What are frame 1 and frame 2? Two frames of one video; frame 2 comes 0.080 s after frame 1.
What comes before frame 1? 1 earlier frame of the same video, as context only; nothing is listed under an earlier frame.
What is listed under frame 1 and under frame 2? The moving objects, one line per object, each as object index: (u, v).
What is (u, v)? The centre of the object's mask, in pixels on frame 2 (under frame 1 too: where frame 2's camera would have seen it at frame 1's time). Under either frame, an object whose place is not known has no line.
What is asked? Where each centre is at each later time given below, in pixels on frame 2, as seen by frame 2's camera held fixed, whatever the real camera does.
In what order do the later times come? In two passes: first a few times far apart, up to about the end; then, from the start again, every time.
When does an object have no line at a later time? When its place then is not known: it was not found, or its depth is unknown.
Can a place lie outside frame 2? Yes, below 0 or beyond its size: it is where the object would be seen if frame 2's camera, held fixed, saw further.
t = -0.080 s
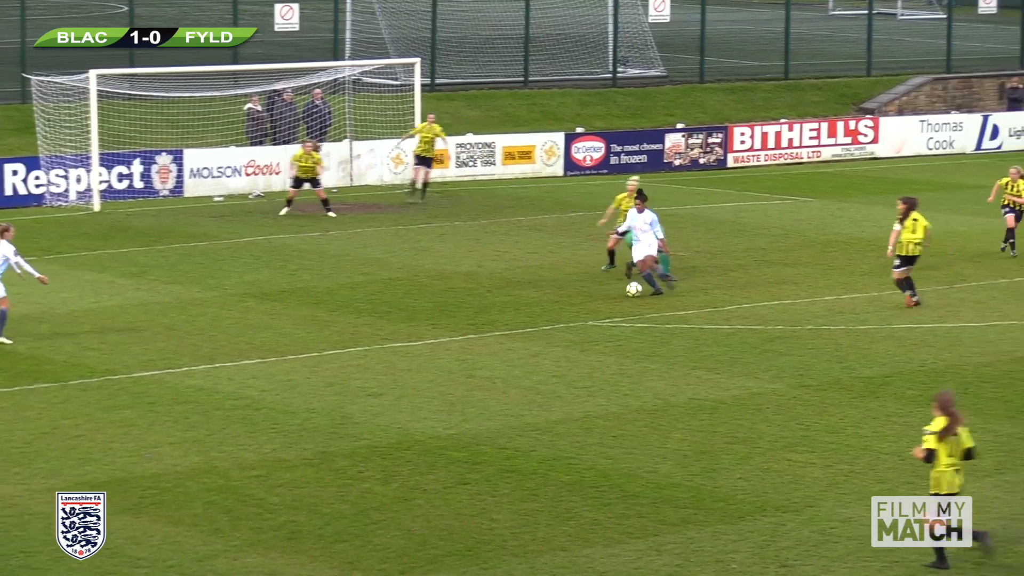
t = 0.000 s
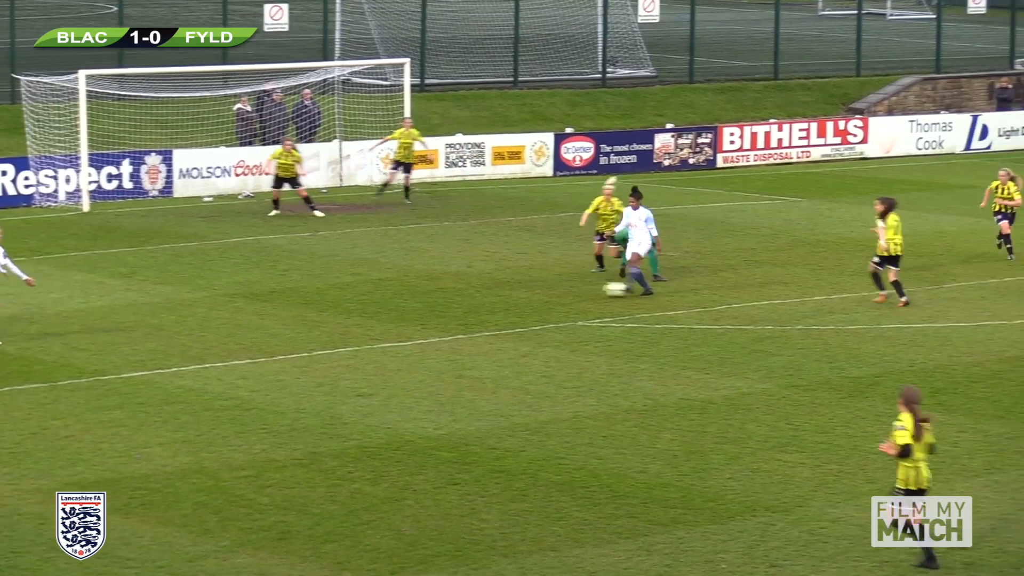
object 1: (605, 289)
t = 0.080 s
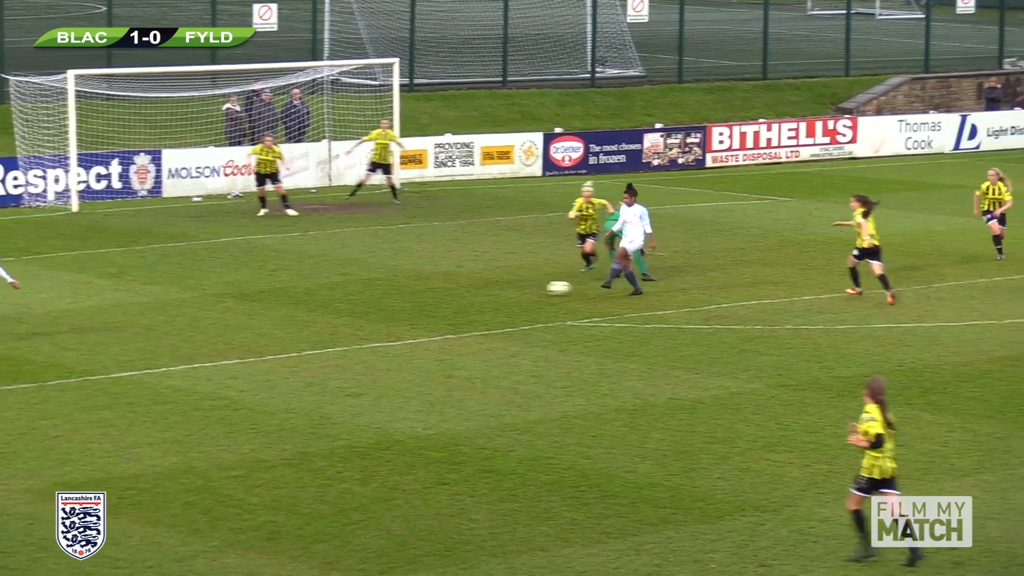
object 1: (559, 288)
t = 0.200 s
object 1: (495, 285)
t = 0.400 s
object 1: (399, 283)
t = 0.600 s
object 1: (320, 281)
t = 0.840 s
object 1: (245, 279)
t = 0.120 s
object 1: (536, 287)
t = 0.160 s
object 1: (516, 287)
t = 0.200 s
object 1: (495, 285)
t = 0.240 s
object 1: (475, 283)
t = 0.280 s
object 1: (455, 282)
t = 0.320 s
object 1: (437, 283)
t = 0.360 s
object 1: (416, 285)
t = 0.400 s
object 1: (399, 283)
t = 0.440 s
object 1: (382, 282)
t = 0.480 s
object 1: (365, 282)
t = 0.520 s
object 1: (348, 282)
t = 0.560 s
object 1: (333, 282)
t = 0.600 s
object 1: (320, 281)
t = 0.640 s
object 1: (306, 280)
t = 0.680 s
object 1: (293, 280)
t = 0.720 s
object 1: (280, 281)
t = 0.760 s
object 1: (268, 280)
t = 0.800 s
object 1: (257, 279)
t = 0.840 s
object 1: (245, 279)
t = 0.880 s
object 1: (233, 280)
